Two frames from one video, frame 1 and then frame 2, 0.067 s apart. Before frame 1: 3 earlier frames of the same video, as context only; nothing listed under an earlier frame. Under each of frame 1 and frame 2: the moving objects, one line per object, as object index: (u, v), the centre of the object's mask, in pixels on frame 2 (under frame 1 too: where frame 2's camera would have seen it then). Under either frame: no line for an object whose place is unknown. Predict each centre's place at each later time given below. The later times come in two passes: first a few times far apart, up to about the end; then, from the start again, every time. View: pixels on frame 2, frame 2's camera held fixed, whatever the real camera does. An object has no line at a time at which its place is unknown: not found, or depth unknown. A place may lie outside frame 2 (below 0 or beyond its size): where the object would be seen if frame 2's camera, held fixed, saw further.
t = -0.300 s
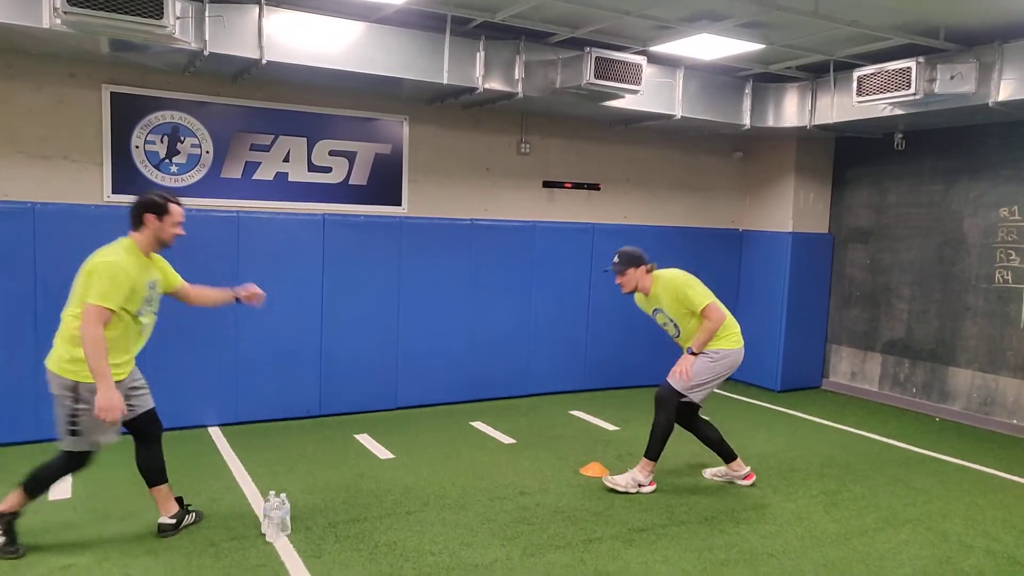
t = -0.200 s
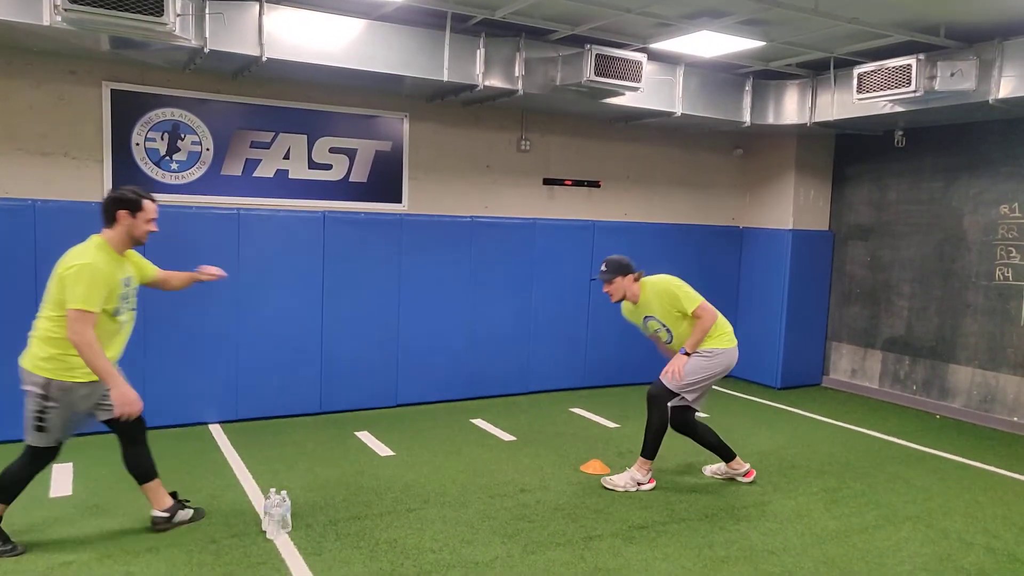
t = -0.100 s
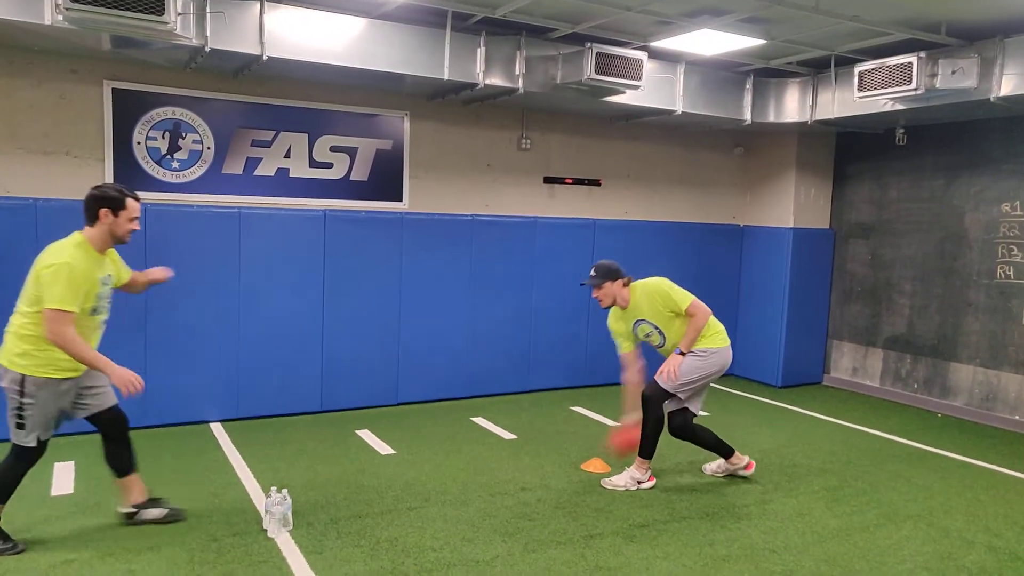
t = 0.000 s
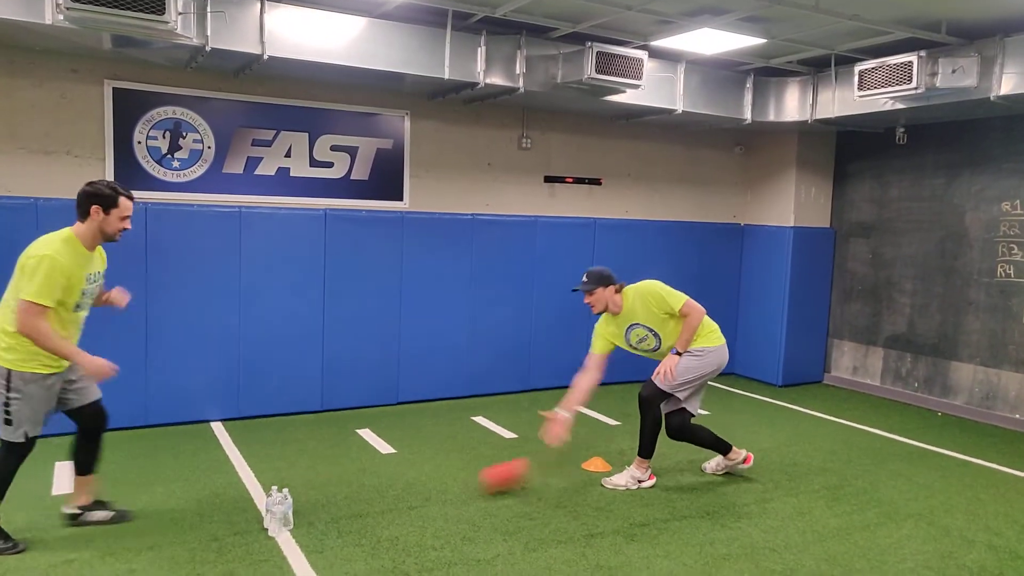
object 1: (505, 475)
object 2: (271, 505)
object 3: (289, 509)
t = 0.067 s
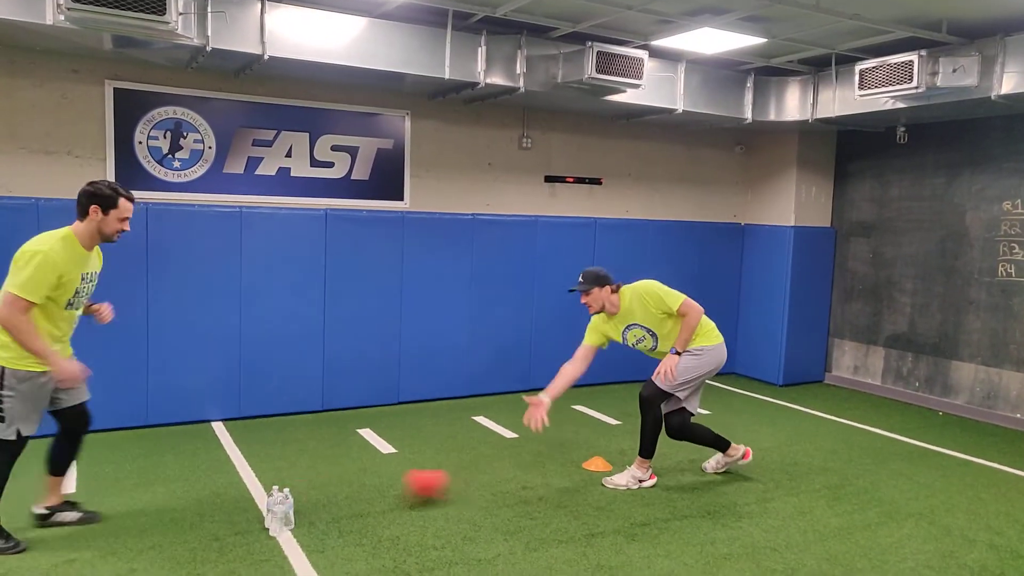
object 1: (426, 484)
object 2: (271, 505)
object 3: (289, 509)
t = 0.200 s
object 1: (290, 484)
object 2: (269, 504)
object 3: (289, 515)
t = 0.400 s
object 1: (253, 454)
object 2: (248, 511)
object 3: (266, 538)
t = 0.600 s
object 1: (225, 439)
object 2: (243, 521)
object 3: (261, 539)
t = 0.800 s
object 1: (202, 433)
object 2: (237, 521)
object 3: (257, 540)
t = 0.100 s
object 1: (389, 485)
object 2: (271, 505)
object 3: (289, 509)
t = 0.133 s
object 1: (349, 488)
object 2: (271, 505)
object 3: (289, 509)
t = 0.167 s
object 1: (311, 493)
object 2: (271, 505)
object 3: (288, 509)
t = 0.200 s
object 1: (290, 484)
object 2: (269, 504)
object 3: (289, 515)
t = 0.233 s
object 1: (281, 475)
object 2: (266, 505)
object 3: (287, 516)
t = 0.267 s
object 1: (275, 467)
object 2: (262, 505)
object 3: (284, 517)
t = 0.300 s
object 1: (269, 460)
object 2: (259, 507)
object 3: (279, 511)
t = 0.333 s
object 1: (263, 457)
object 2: (255, 502)
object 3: (280, 516)
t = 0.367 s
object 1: (258, 454)
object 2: (251, 507)
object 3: (271, 528)
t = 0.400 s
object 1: (253, 454)
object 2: (248, 511)
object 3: (266, 538)
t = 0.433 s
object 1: (247, 455)
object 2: (245, 518)
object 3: (265, 536)
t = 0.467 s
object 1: (242, 458)
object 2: (243, 523)
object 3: (265, 534)
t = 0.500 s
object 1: (237, 454)
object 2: (243, 521)
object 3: (264, 534)
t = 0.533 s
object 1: (233, 447)
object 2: (243, 518)
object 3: (263, 534)
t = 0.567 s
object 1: (229, 442)
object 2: (243, 518)
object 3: (262, 536)
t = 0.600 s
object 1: (225, 439)
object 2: (243, 521)
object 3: (261, 539)
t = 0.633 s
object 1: (221, 438)
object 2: (241, 524)
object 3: (261, 536)
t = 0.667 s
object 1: (217, 438)
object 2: (242, 524)
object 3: (260, 537)
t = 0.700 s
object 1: (213, 440)
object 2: (238, 519)
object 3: (259, 539)
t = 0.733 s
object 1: (209, 440)
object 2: (238, 519)
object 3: (258, 540)
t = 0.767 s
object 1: (205, 435)
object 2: (238, 521)
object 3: (258, 539)
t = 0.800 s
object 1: (202, 433)
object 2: (237, 521)
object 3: (257, 540)
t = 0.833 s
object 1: (198, 432)
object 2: (237, 521)
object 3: (257, 540)
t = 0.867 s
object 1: (195, 432)
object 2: (238, 522)
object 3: (256, 541)
